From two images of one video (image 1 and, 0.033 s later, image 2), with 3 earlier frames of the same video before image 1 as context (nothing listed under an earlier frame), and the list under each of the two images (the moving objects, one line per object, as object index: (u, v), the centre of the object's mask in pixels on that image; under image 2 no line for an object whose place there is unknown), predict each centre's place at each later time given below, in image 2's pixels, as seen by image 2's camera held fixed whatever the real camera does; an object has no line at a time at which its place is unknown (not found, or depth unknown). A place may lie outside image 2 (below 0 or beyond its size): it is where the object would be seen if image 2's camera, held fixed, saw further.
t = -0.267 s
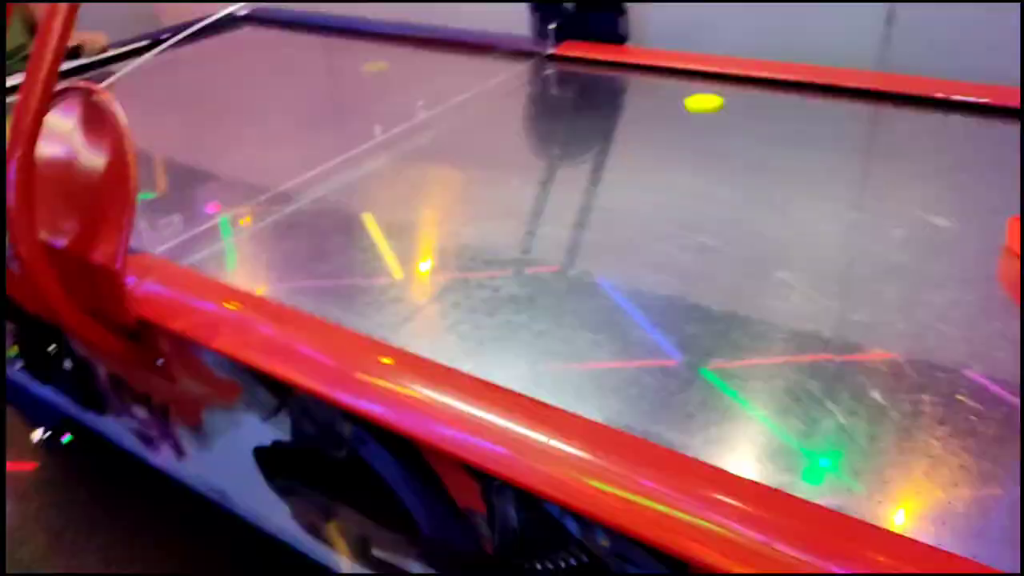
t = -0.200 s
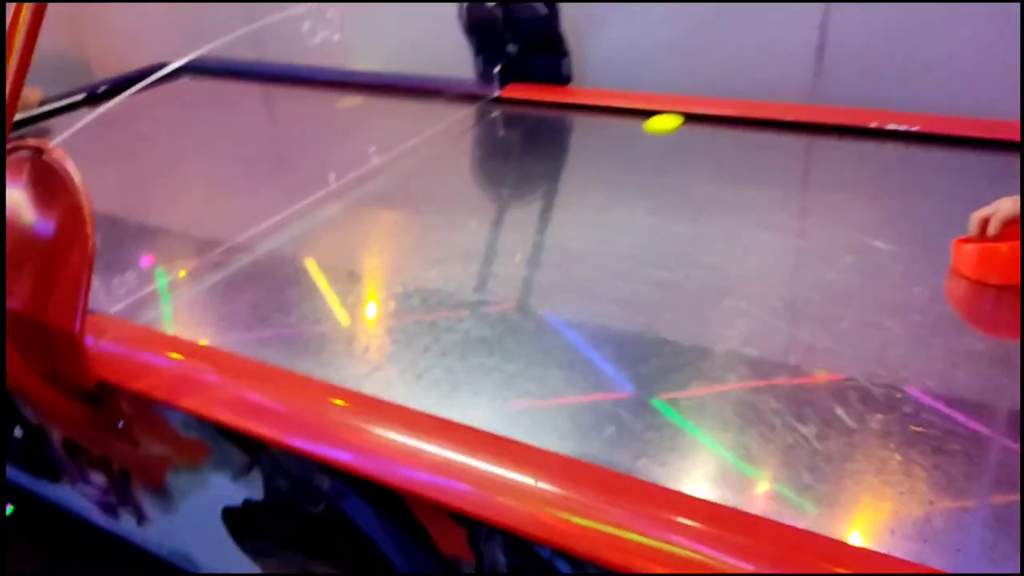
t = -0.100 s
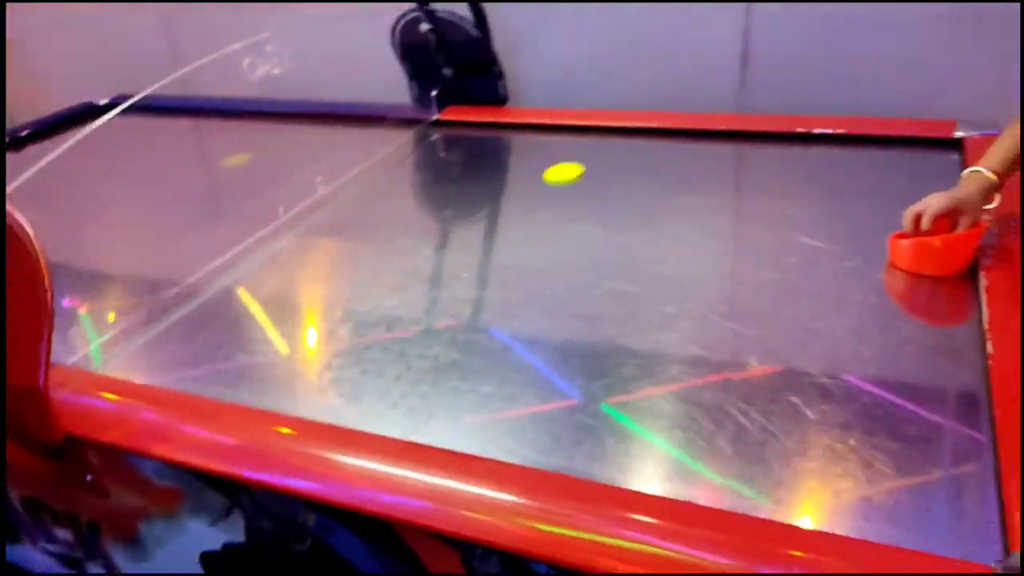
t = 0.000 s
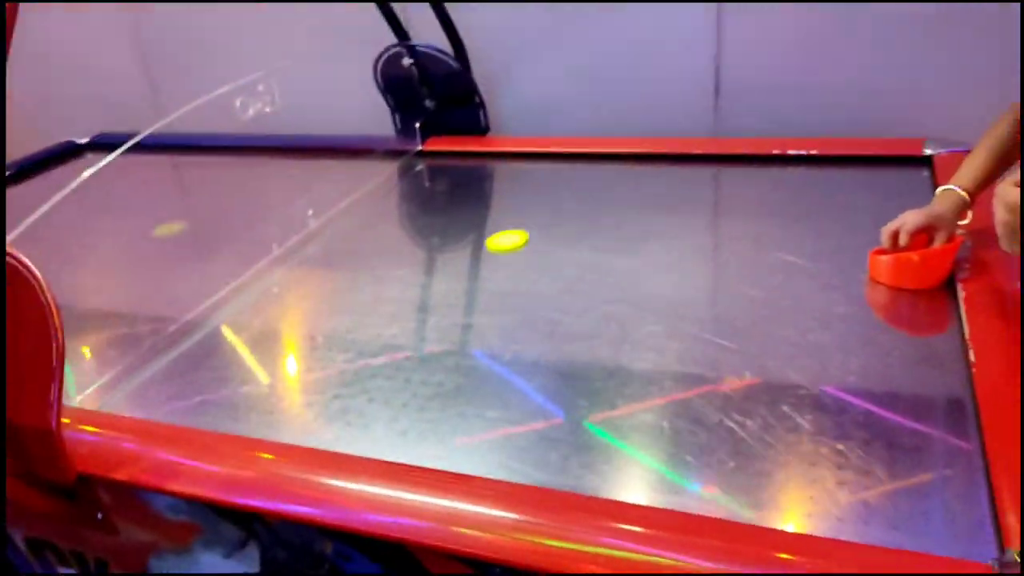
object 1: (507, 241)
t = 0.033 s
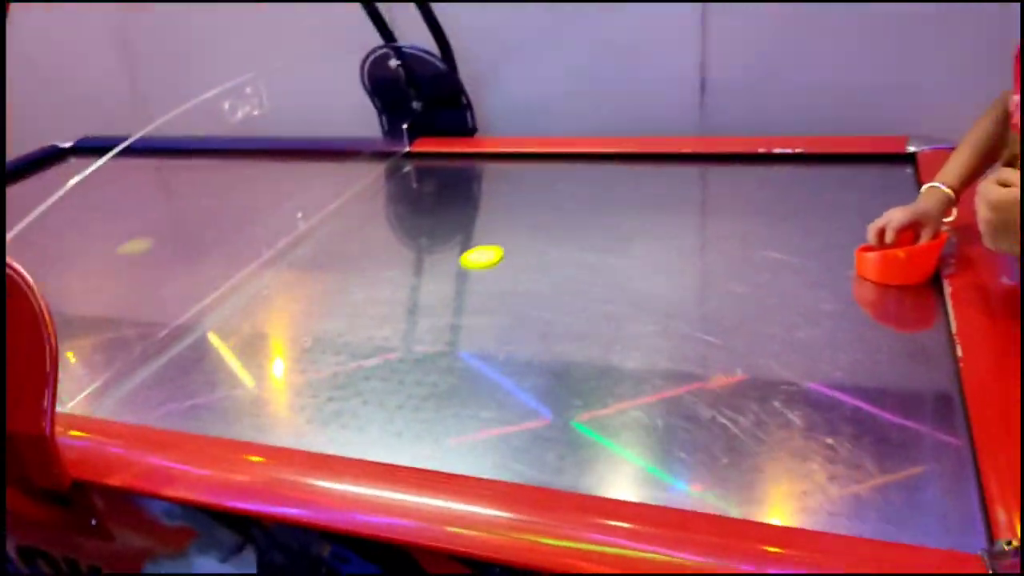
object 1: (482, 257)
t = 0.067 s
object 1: (466, 274)
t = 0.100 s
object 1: (449, 292)
